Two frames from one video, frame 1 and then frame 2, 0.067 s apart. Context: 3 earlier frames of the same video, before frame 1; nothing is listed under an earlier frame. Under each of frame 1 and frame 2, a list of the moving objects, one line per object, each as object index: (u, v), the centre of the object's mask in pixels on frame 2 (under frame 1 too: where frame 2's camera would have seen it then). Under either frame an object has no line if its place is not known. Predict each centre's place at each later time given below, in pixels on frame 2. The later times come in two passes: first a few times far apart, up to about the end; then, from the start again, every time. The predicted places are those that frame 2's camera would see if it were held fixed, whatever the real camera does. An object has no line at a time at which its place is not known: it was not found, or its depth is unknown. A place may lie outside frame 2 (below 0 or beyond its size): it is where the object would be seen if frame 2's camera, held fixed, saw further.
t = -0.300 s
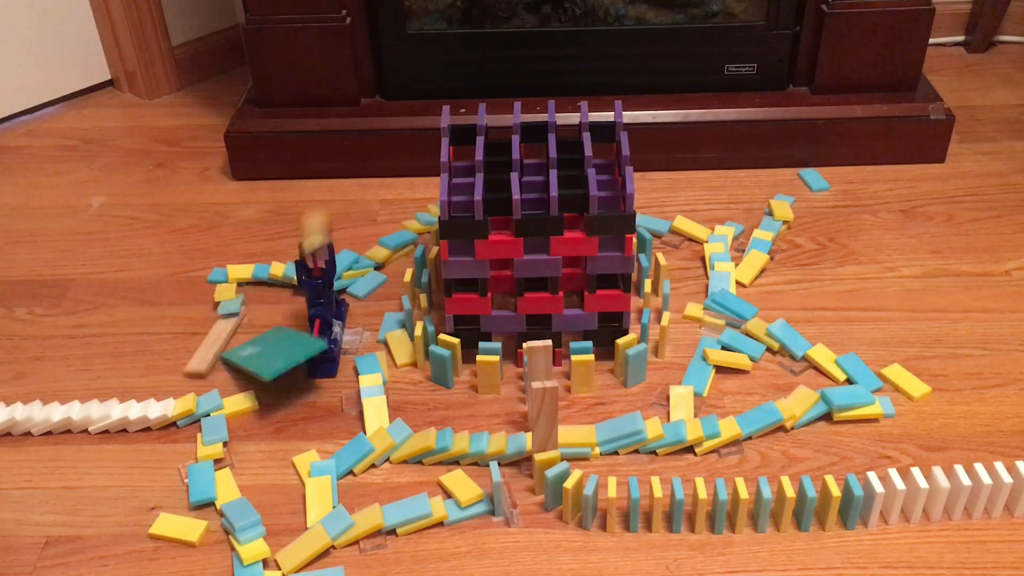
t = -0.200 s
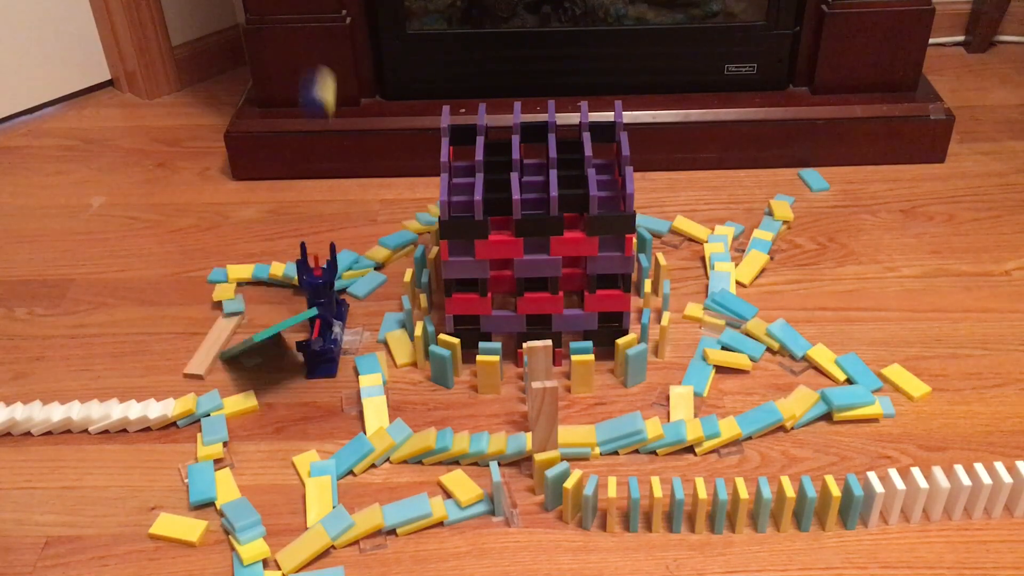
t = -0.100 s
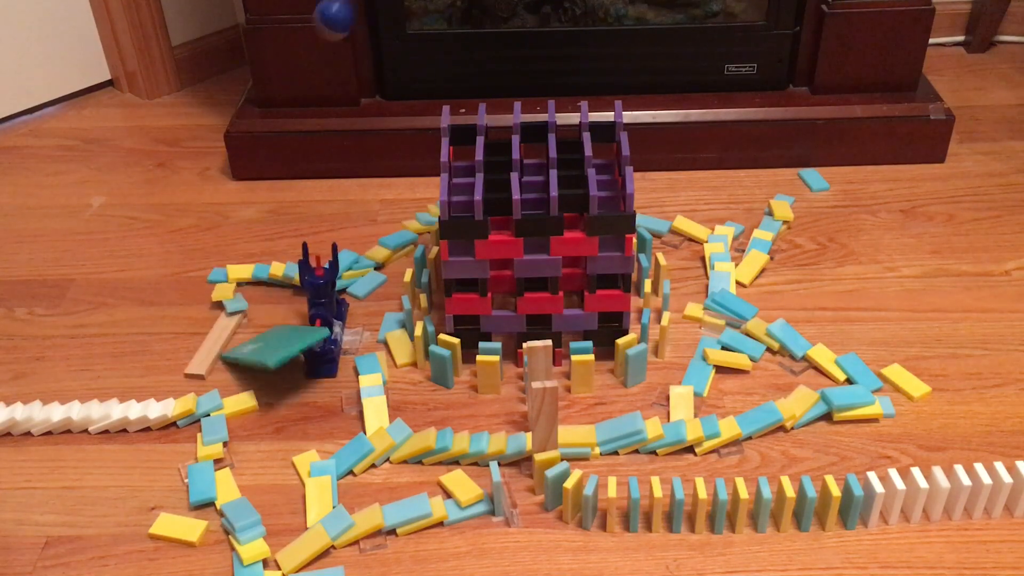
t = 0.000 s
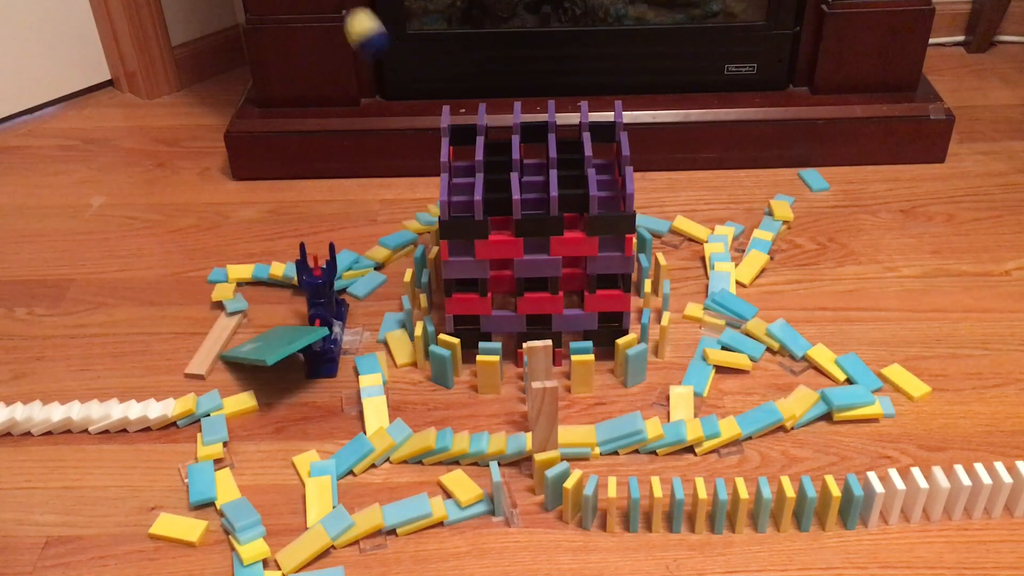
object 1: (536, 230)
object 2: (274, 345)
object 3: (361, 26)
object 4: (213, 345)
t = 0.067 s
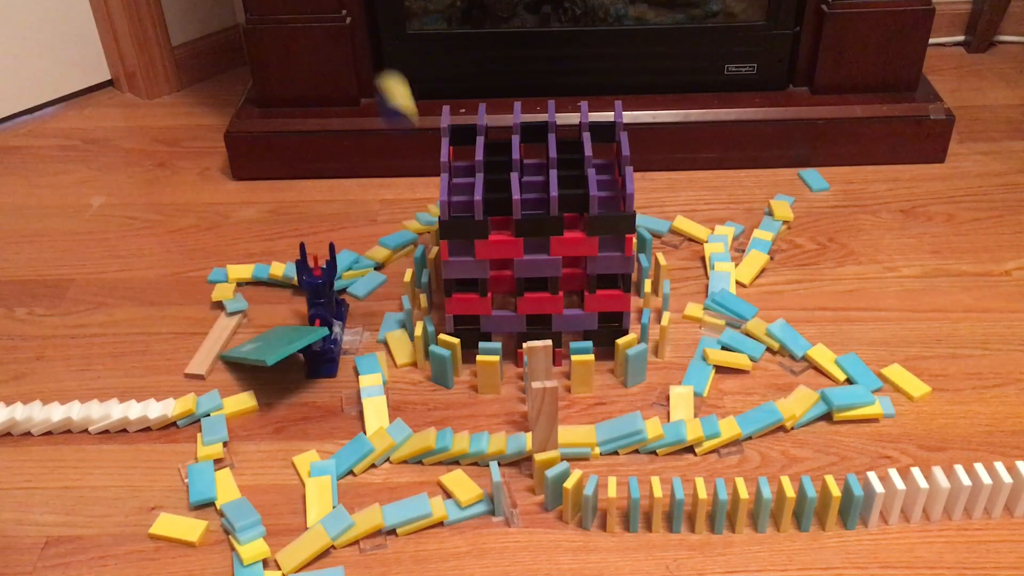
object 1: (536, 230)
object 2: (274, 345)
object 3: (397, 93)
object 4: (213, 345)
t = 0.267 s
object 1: (537, 230)
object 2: (274, 345)
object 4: (213, 345)
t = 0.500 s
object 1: (534, 231)
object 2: (266, 349)
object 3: (305, 316)
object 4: (213, 345)
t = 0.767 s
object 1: (533, 232)
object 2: (269, 347)
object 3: (240, 317)
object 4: (198, 349)
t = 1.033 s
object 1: (529, 238)
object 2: (269, 347)
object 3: (284, 306)
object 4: (207, 343)
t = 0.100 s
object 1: (536, 230)
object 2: (274, 345)
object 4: (213, 345)
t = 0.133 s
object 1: (537, 230)
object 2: (274, 345)
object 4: (213, 345)
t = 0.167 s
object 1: (537, 230)
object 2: (274, 345)
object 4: (213, 345)
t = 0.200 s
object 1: (537, 230)
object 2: (274, 345)
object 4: (213, 345)
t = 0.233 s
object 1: (538, 231)
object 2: (274, 345)
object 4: (213, 345)
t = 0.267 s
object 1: (537, 230)
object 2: (274, 345)
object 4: (213, 345)
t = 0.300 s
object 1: (538, 231)
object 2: (274, 345)
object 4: (213, 345)
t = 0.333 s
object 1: (538, 230)
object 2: (273, 346)
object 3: (330, 308)
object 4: (213, 345)
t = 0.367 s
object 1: (537, 230)
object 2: (264, 349)
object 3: (320, 304)
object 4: (213, 345)
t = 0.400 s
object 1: (537, 230)
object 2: (261, 350)
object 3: (327, 293)
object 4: (212, 345)
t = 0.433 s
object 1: (536, 230)
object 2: (262, 350)
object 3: (316, 279)
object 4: (212, 345)
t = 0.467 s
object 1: (535, 230)
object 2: (264, 349)
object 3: (302, 287)
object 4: (212, 345)
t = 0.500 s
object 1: (534, 231)
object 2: (266, 349)
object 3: (305, 316)
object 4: (213, 345)
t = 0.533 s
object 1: (532, 231)
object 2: (268, 349)
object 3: (309, 321)
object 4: (212, 345)
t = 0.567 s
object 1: (535, 230)
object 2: (268, 348)
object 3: (305, 314)
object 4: (212, 345)
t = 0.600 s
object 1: (535, 230)
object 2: (269, 348)
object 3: (290, 308)
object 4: (213, 345)
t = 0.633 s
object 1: (536, 231)
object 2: (269, 348)
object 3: (276, 309)
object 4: (213, 345)
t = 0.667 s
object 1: (536, 230)
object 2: (269, 348)
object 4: (213, 345)
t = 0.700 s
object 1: (537, 231)
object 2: (269, 347)
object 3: (256, 331)
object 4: (211, 347)
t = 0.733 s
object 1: (536, 231)
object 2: (269, 347)
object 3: (243, 324)
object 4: (204, 350)
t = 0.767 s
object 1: (533, 232)
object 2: (269, 347)
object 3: (240, 317)
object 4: (198, 349)
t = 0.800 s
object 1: (536, 231)
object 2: (269, 347)
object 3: (238, 316)
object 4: (200, 350)
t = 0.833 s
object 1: (535, 231)
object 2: (269, 347)
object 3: (242, 317)
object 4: (201, 348)
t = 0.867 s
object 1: (535, 232)
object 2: (269, 347)
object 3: (248, 319)
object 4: (203, 346)
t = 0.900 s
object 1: (537, 232)
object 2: (269, 347)
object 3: (254, 317)
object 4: (205, 345)
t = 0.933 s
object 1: (537, 233)
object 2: (269, 347)
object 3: (262, 316)
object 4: (206, 344)
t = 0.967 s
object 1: (538, 232)
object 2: (269, 347)
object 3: (269, 313)
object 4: (207, 343)
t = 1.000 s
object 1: (538, 233)
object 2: (269, 347)
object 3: (276, 309)
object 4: (207, 343)
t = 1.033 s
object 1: (529, 238)
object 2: (269, 347)
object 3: (284, 306)
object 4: (207, 343)
